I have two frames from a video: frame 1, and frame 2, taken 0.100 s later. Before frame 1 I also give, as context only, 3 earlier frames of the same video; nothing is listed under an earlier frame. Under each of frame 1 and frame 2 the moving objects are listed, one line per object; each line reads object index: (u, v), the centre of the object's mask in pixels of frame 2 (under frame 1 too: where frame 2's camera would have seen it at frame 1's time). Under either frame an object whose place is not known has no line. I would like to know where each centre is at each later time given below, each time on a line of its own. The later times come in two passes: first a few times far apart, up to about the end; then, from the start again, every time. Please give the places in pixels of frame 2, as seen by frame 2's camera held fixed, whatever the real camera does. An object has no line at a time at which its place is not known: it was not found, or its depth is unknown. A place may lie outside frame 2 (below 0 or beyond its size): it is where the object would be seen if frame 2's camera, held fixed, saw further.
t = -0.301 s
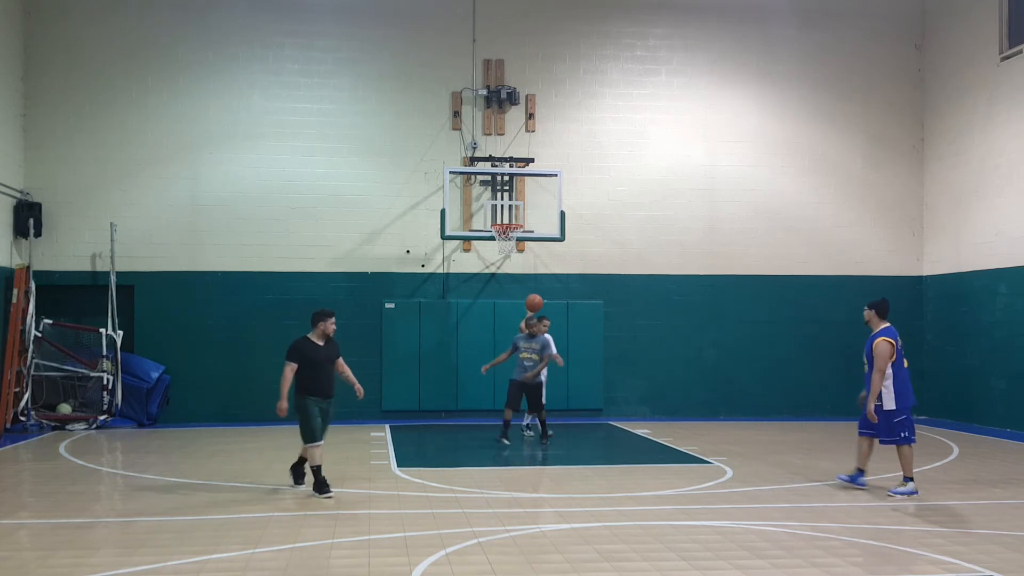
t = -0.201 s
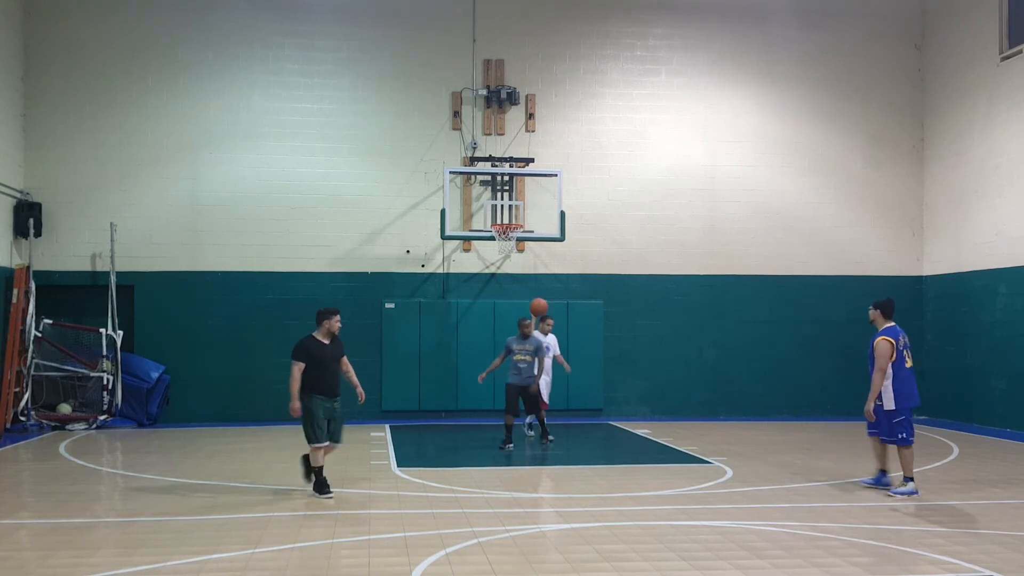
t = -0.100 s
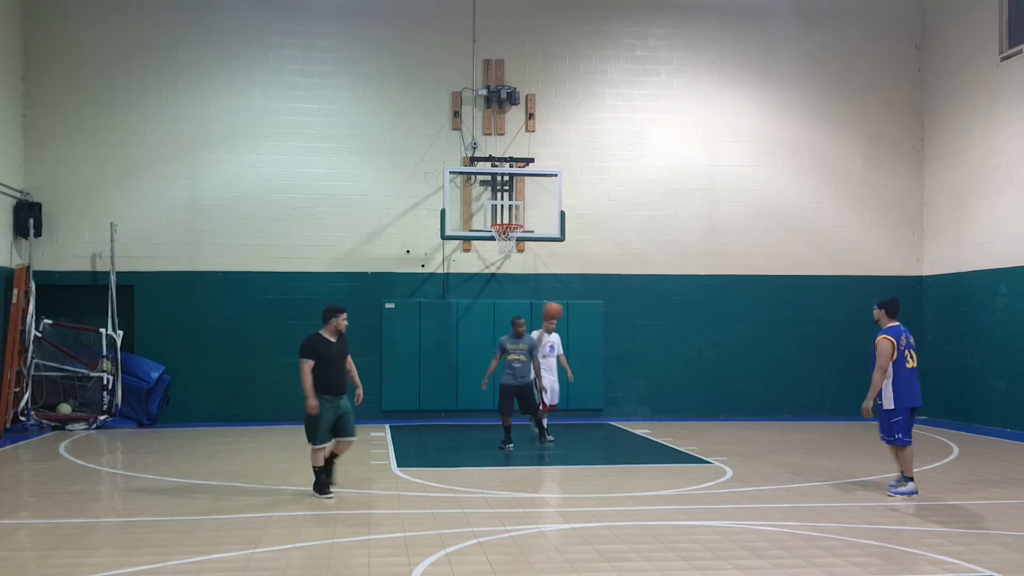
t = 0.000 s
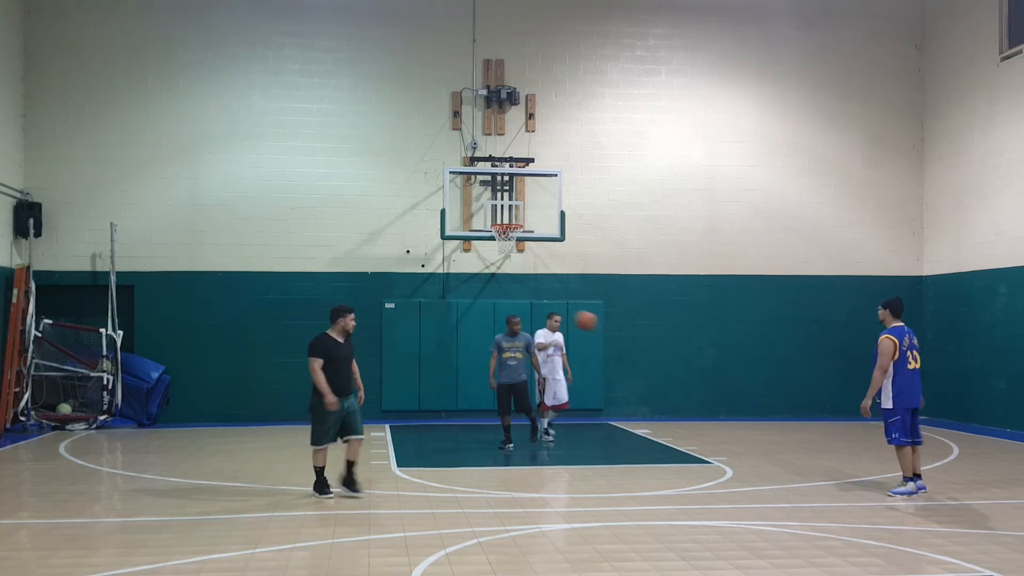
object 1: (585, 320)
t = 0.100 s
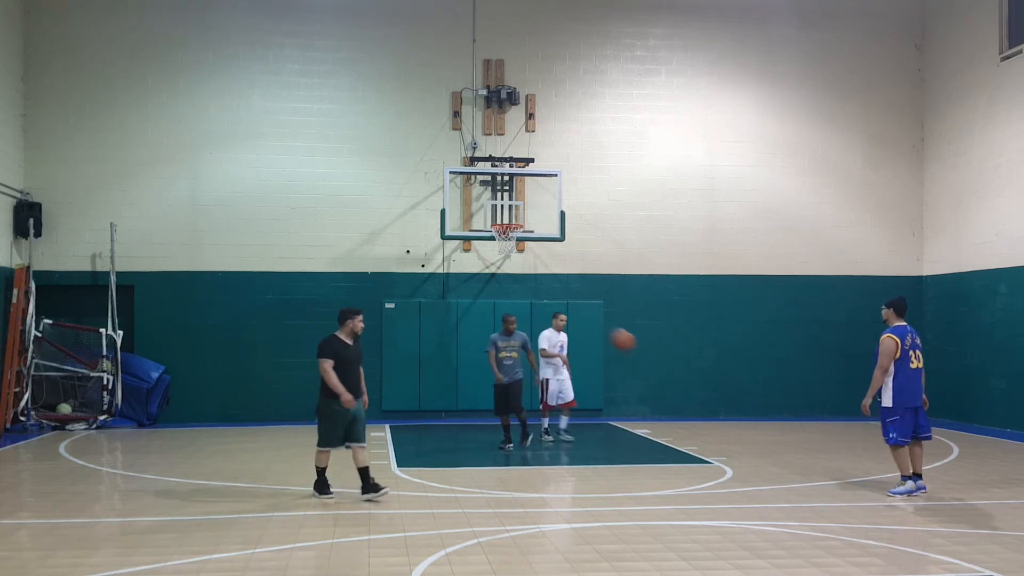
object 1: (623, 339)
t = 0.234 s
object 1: (678, 382)
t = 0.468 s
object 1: (768, 432)
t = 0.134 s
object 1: (636, 348)
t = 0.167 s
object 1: (649, 357)
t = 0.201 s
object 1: (663, 369)
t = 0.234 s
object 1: (678, 382)
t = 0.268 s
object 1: (692, 396)
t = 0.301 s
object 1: (707, 410)
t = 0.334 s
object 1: (723, 429)
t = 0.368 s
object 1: (740, 449)
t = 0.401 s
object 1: (753, 458)
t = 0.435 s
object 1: (760, 445)
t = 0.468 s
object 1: (768, 432)
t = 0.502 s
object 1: (777, 420)
